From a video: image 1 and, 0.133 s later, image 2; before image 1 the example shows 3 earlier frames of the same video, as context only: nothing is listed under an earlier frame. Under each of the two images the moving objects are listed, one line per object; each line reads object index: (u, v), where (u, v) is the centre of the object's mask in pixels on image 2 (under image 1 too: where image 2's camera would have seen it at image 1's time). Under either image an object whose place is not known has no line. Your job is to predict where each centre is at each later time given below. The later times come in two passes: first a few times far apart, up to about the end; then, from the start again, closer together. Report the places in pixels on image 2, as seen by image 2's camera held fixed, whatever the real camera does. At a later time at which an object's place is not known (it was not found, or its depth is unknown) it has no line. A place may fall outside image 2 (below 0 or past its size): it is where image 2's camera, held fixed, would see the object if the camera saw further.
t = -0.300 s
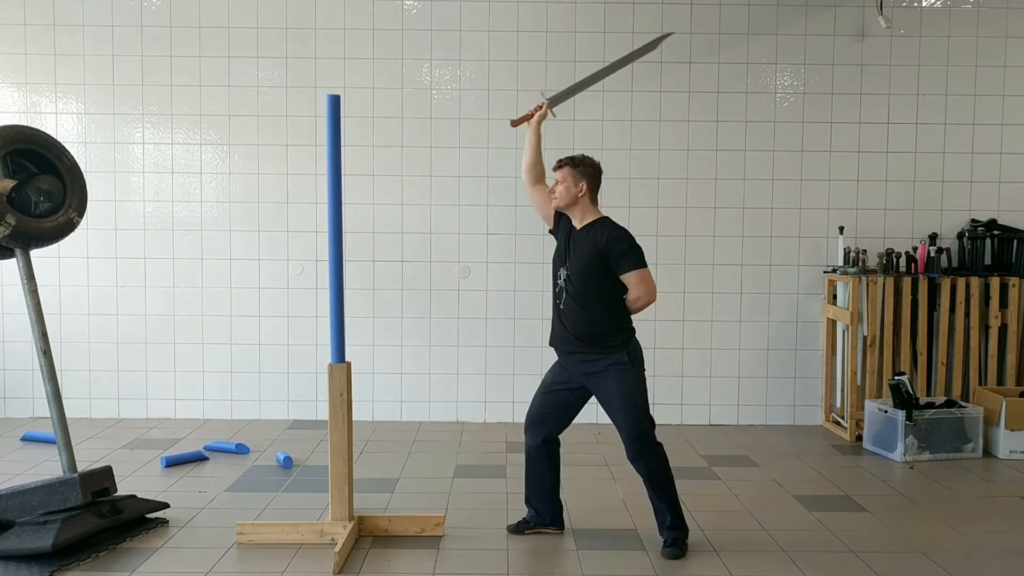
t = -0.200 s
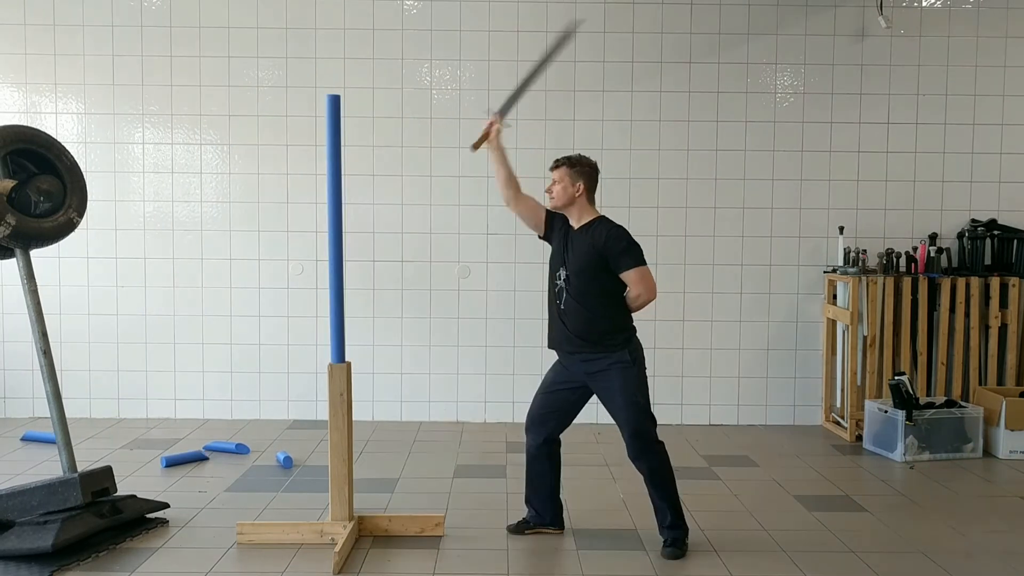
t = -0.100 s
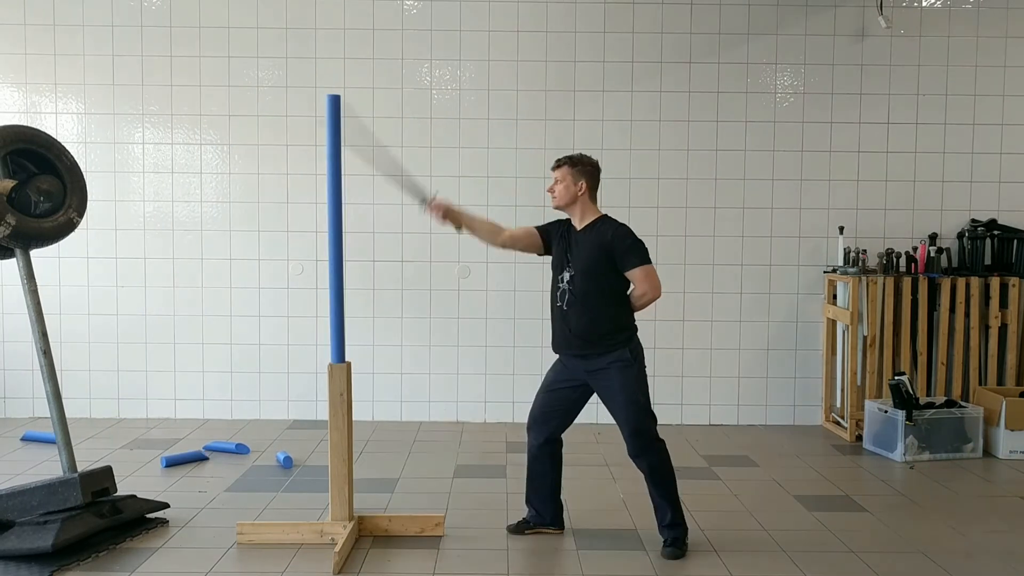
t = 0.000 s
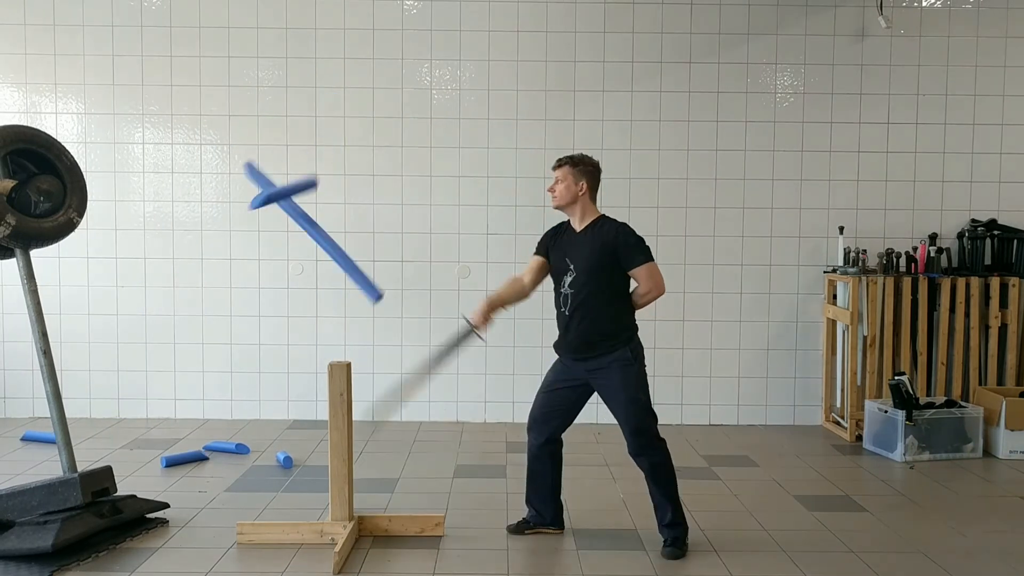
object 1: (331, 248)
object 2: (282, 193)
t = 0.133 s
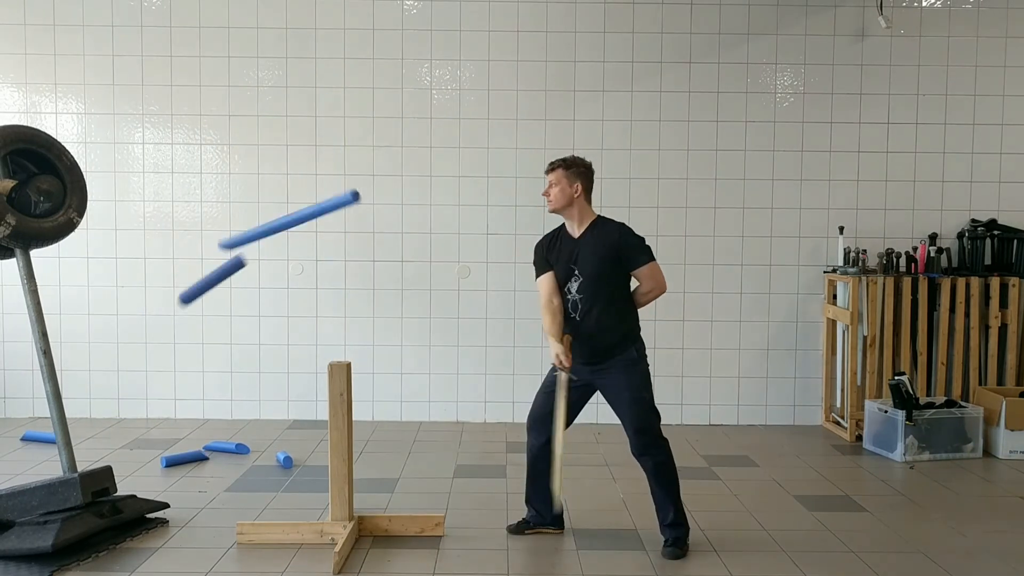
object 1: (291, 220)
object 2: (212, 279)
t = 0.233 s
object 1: (270, 232)
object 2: (157, 361)
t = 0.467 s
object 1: (236, 347)
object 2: (44, 558)
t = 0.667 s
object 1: (237, 490)
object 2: (70, 547)
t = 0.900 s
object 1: (245, 491)
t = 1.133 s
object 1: (249, 498)
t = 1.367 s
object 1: (249, 495)
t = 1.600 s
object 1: (249, 492)
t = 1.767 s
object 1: (250, 488)
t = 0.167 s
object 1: (284, 223)
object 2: (195, 304)
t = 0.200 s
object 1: (278, 226)
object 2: (176, 331)
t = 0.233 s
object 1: (270, 232)
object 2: (157, 361)
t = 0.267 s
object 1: (263, 244)
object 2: (138, 394)
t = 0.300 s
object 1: (256, 257)
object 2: (118, 428)
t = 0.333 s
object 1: (250, 269)
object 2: (99, 464)
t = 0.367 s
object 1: (246, 287)
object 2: (80, 499)
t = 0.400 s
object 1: (243, 308)
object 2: (57, 538)
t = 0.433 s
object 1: (239, 326)
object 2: (45, 565)
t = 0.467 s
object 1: (236, 347)
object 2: (44, 558)
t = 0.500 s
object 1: (235, 370)
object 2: (46, 549)
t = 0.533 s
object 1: (236, 395)
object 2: (48, 544)
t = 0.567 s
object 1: (235, 419)
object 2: (52, 541)
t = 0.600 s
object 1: (238, 443)
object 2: (57, 540)
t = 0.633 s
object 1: (234, 467)
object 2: (64, 542)
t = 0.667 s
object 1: (237, 490)
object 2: (70, 547)
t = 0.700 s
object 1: (244, 502)
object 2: (74, 554)
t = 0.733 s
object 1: (237, 496)
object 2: (77, 564)
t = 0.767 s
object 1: (238, 491)
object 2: (76, 571)
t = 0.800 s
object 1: (240, 488)
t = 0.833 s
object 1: (241, 487)
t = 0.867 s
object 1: (243, 488)
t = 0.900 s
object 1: (245, 491)
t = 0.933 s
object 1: (247, 495)
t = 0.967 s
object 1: (248, 500)
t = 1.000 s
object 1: (249, 498)
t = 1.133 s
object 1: (249, 498)
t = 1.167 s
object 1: (248, 497)
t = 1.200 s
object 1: (249, 497)
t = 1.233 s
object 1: (249, 496)
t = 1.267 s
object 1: (249, 496)
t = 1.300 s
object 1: (249, 496)
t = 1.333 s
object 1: (249, 495)
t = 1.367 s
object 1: (249, 495)
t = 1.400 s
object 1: (249, 494)
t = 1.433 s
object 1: (249, 494)
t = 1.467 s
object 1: (249, 493)
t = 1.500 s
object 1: (249, 493)
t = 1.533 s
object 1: (249, 493)
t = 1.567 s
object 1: (249, 492)
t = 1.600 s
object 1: (249, 492)
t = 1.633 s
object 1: (249, 492)
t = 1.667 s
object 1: (249, 491)
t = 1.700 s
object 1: (249, 491)
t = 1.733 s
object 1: (249, 490)
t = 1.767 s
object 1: (250, 488)
